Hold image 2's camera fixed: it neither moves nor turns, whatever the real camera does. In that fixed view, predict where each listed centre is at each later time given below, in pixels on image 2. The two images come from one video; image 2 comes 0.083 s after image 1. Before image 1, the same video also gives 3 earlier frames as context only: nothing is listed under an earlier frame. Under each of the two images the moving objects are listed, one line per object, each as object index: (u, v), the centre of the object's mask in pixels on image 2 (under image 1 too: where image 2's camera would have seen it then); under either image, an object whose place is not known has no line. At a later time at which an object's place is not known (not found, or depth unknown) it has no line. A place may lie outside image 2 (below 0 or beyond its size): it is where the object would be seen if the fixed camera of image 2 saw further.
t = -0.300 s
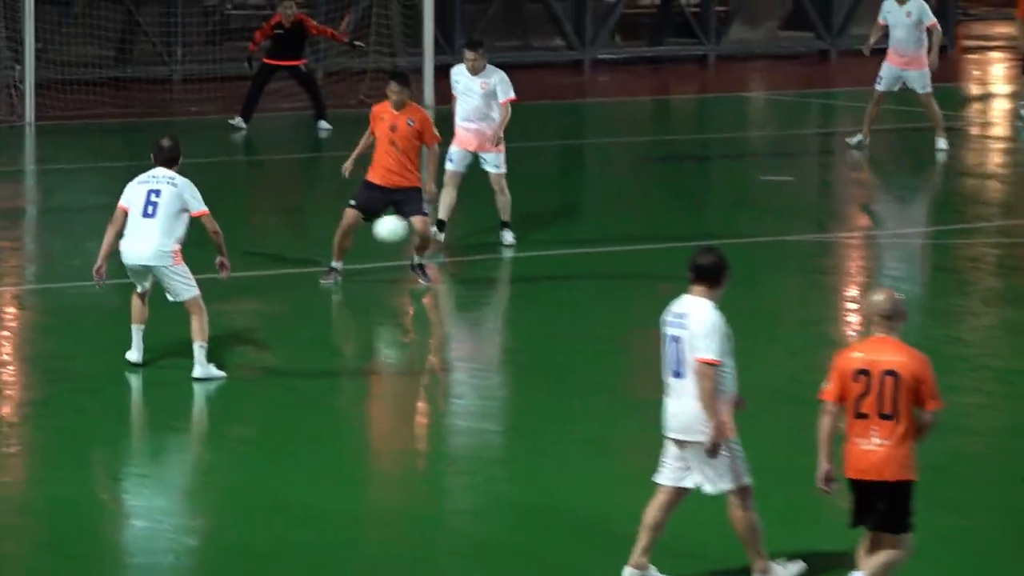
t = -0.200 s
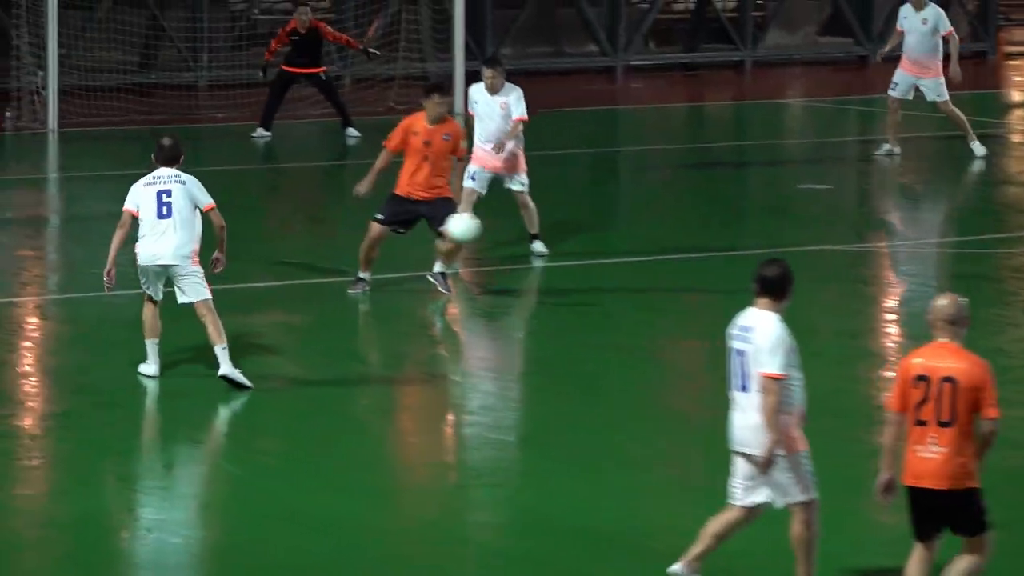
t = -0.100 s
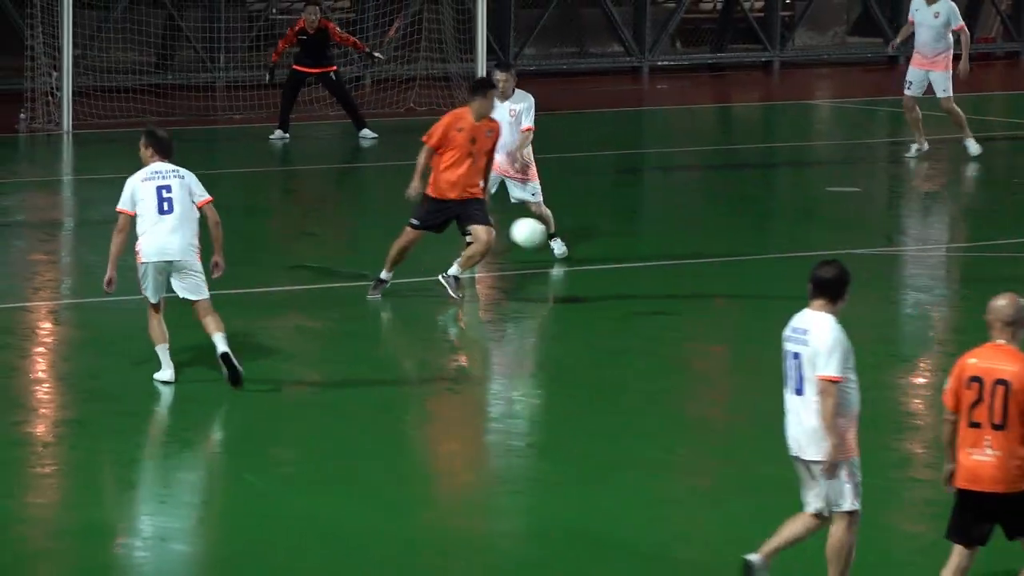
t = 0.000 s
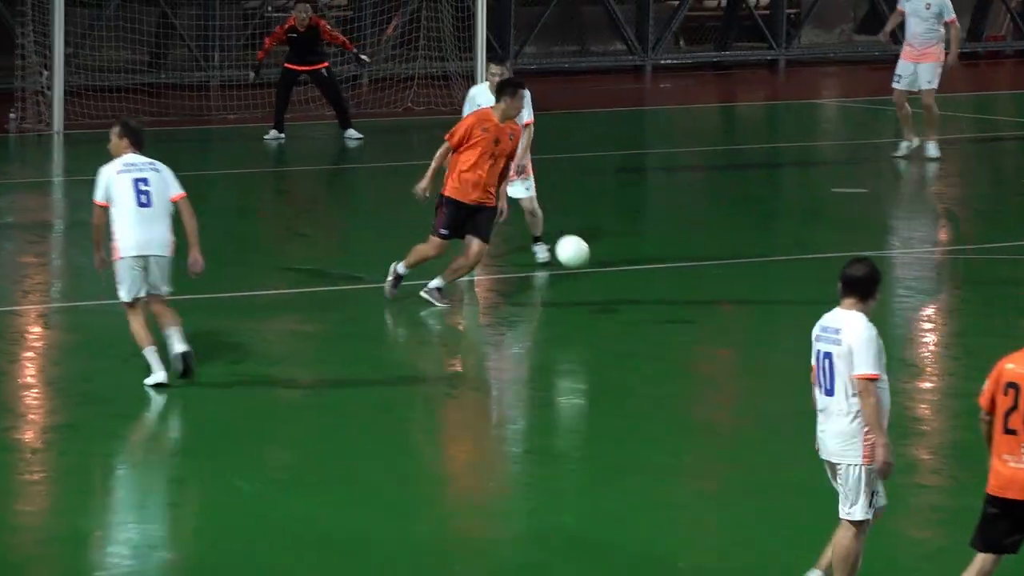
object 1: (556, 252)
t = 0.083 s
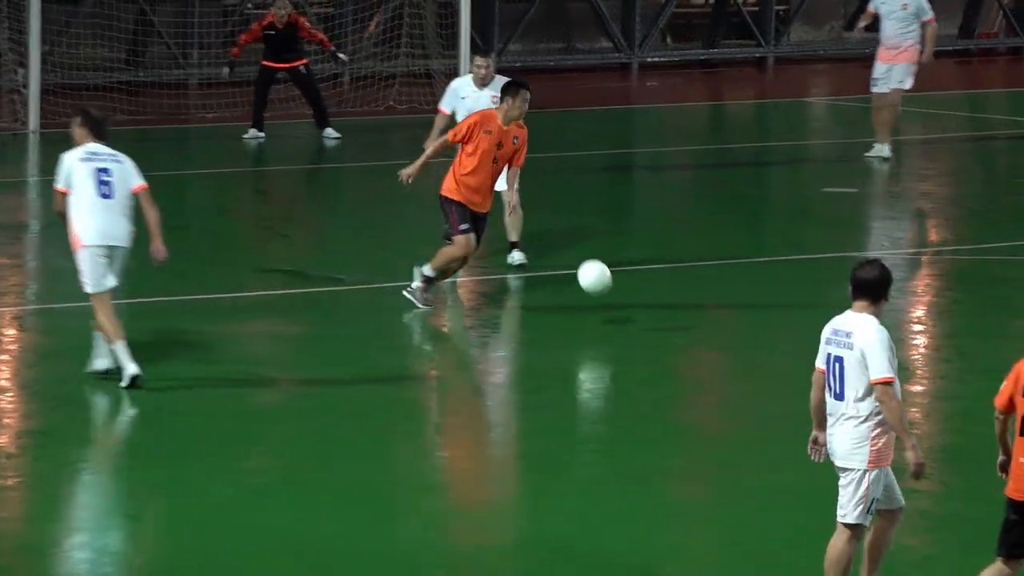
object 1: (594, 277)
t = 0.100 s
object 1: (602, 283)
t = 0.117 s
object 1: (610, 290)
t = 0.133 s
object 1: (617, 297)
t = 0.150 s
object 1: (624, 305)
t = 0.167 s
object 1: (632, 312)
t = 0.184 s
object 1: (639, 318)
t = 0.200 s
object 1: (643, 314)
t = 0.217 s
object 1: (648, 308)
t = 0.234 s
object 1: (652, 303)
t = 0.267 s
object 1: (661, 295)
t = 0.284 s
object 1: (665, 291)
